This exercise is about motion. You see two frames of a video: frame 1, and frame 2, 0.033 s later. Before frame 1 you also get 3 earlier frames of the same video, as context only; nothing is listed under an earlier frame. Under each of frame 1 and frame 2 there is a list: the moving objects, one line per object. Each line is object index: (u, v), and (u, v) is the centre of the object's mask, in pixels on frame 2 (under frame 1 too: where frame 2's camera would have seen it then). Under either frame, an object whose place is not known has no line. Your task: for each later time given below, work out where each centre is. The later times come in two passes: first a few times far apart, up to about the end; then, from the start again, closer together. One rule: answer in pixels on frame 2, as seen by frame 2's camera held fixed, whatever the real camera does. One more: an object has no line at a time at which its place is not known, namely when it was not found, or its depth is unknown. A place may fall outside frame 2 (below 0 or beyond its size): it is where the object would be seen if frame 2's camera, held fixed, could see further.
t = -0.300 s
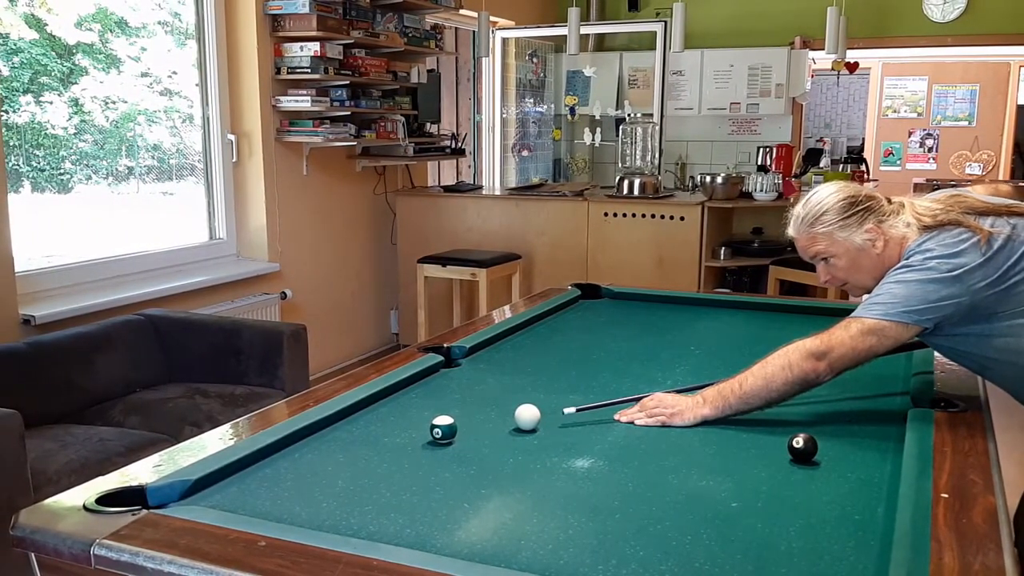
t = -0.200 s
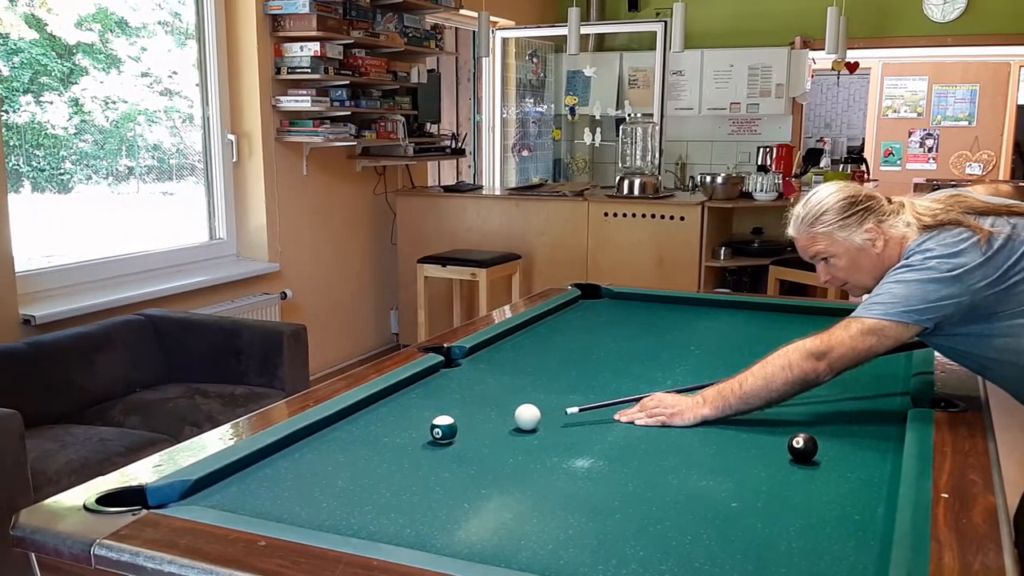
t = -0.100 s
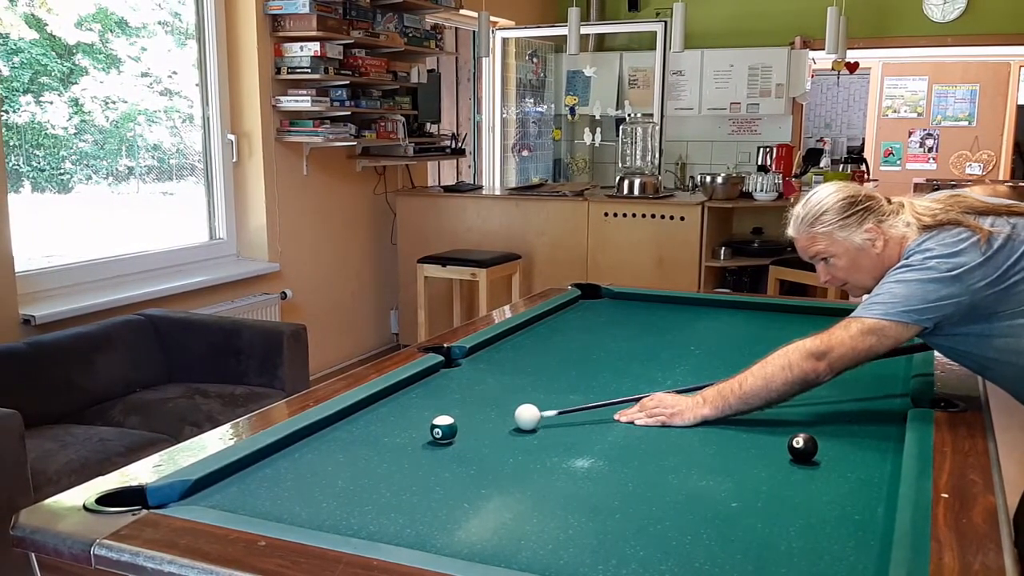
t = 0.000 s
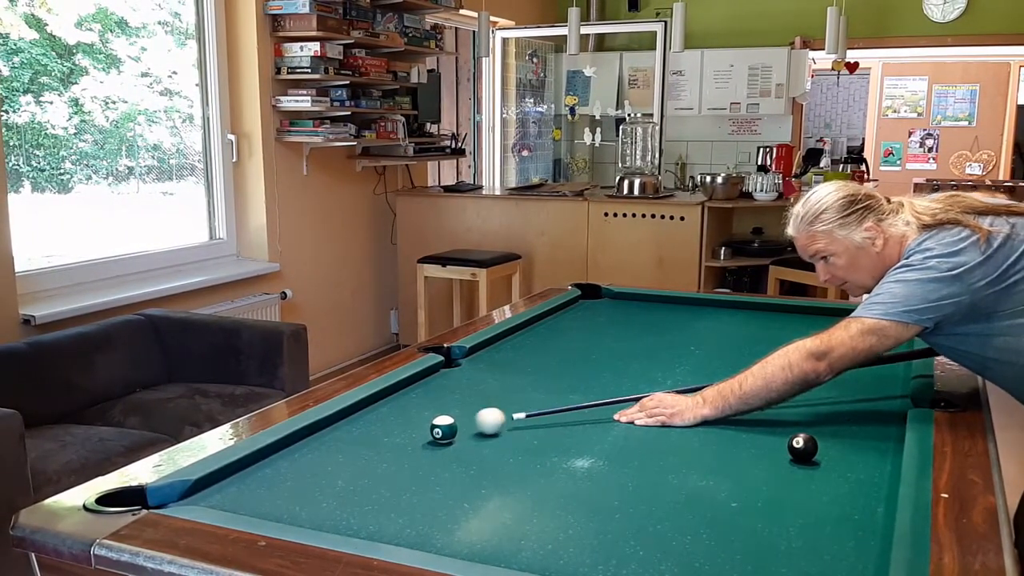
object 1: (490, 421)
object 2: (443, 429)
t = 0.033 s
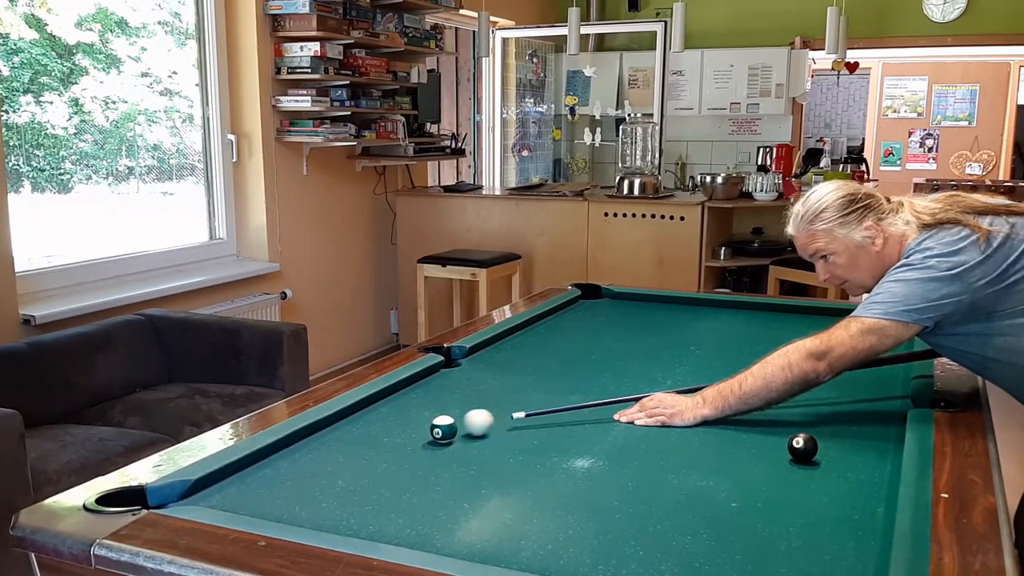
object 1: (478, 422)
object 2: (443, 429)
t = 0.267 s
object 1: (443, 421)
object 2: (408, 438)
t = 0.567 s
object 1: (407, 418)
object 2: (353, 451)
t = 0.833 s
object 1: (379, 416)
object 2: (305, 463)
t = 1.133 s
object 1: (351, 414)
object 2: (250, 476)
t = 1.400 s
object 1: (361, 413)
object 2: (205, 486)
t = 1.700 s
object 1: (372, 412)
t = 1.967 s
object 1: (379, 412)
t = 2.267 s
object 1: (384, 412)
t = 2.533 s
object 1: (385, 411)
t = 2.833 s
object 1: (385, 411)
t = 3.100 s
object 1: (385, 411)
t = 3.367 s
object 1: (385, 411)
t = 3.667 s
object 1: (385, 411)
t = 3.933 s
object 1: (385, 411)
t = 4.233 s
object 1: (385, 411)
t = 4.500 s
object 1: (385, 411)
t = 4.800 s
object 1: (384, 411)
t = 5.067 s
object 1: (384, 411)
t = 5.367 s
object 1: (384, 411)
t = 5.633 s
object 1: (384, 411)
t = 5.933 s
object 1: (384, 411)
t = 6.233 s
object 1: (384, 411)
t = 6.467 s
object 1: (384, 411)
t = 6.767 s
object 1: (384, 412)
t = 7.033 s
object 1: (384, 412)
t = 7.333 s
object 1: (384, 412)
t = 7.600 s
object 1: (384, 412)
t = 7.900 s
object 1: (384, 411)
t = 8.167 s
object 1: (384, 411)
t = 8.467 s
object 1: (384, 411)
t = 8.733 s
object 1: (383, 411)
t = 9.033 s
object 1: (384, 411)
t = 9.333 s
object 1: (383, 411)
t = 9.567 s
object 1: (384, 411)
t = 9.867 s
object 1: (384, 411)
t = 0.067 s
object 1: (468, 423)
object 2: (442, 429)
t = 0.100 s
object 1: (463, 423)
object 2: (436, 430)
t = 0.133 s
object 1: (459, 423)
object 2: (430, 432)
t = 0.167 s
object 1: (455, 422)
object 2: (423, 434)
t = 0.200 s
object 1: (451, 422)
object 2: (418, 436)
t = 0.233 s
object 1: (447, 421)
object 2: (413, 437)
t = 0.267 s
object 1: (443, 421)
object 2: (408, 438)
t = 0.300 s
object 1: (439, 420)
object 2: (402, 440)
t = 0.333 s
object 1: (434, 420)
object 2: (395, 442)
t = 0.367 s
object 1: (430, 420)
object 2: (389, 443)
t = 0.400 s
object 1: (426, 419)
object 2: (383, 444)
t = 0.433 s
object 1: (423, 419)
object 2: (377, 446)
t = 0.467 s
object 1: (418, 419)
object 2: (371, 447)
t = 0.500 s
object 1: (415, 419)
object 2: (365, 448)
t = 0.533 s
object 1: (411, 418)
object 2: (359, 450)
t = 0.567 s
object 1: (407, 418)
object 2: (353, 451)
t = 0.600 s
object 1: (403, 418)
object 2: (346, 453)
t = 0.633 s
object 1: (400, 418)
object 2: (341, 454)
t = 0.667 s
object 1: (396, 417)
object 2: (335, 456)
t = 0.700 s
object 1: (393, 417)
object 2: (330, 457)
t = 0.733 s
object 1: (389, 417)
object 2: (323, 459)
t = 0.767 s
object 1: (386, 416)
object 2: (317, 460)
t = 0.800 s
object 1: (383, 416)
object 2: (310, 462)
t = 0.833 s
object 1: (379, 416)
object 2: (305, 463)
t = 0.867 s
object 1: (376, 416)
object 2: (298, 465)
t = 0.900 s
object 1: (373, 415)
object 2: (293, 467)
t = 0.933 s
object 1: (369, 415)
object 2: (287, 468)
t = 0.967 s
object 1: (366, 415)
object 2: (281, 468)
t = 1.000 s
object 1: (363, 414)
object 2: (274, 470)
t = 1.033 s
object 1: (360, 415)
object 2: (268, 471)
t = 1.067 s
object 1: (357, 414)
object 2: (261, 473)
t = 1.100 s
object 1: (354, 414)
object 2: (255, 474)
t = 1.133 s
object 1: (351, 414)
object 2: (250, 476)
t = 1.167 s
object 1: (350, 414)
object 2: (244, 477)
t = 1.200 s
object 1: (351, 414)
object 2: (238, 478)
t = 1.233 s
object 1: (353, 413)
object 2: (233, 479)
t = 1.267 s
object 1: (355, 413)
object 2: (226, 481)
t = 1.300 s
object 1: (356, 413)
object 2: (220, 482)
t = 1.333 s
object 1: (358, 413)
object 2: (214, 483)
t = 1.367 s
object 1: (359, 413)
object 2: (209, 484)
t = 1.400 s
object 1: (361, 413)
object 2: (205, 486)
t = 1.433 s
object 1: (362, 413)
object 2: (203, 489)
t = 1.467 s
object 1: (364, 413)
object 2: (202, 490)
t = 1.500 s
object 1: (365, 413)
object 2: (200, 490)
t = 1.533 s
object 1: (366, 413)
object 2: (198, 491)
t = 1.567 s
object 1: (368, 413)
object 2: (197, 492)
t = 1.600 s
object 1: (369, 413)
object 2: (196, 493)
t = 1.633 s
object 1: (370, 413)
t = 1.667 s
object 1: (371, 413)
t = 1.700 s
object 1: (372, 412)
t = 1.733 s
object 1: (373, 412)
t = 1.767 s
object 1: (374, 412)
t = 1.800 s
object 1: (375, 412)
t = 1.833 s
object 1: (376, 412)
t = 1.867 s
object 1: (377, 412)
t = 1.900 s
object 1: (378, 412)
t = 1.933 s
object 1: (378, 412)
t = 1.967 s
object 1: (379, 412)
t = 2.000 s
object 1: (380, 412)
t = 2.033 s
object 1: (381, 412)
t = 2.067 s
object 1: (381, 412)
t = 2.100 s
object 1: (382, 412)
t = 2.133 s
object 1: (382, 412)
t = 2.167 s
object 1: (383, 412)
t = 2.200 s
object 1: (383, 412)
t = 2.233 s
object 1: (384, 412)
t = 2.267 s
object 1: (384, 412)
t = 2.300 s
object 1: (385, 412)
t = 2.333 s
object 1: (385, 412)
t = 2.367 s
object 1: (385, 412)
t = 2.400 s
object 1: (385, 411)
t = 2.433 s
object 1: (386, 411)
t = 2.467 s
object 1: (385, 411)
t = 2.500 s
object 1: (385, 411)
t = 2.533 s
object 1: (385, 411)
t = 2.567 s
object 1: (385, 411)
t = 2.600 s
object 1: (385, 411)
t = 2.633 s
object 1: (385, 411)
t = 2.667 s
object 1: (385, 411)
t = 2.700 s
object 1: (385, 411)
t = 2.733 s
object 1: (385, 411)
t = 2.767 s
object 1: (385, 411)
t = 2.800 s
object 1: (385, 411)
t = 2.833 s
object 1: (385, 411)
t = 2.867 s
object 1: (385, 411)
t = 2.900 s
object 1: (385, 411)
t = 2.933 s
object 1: (385, 411)
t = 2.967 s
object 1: (385, 411)
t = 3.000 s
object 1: (385, 411)
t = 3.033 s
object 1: (385, 411)
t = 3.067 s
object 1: (385, 411)
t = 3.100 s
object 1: (385, 411)
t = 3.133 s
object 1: (385, 411)
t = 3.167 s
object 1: (385, 411)
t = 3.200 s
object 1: (385, 411)
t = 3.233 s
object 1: (385, 411)
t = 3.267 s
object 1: (385, 411)
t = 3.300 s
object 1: (385, 411)
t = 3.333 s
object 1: (385, 411)
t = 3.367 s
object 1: (385, 411)
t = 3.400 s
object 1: (385, 411)
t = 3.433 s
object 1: (385, 411)
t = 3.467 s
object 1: (385, 411)
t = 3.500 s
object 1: (385, 411)
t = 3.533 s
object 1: (385, 411)
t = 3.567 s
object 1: (385, 411)
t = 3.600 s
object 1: (385, 411)
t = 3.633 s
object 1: (385, 411)
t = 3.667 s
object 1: (385, 411)
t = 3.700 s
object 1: (385, 411)
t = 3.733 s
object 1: (385, 411)
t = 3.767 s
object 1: (385, 411)
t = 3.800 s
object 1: (385, 411)
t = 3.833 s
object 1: (385, 411)
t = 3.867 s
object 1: (385, 411)
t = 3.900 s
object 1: (385, 411)
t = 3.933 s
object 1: (385, 411)
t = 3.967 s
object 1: (385, 411)
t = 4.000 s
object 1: (385, 411)
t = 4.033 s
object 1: (385, 411)
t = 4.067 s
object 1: (385, 411)
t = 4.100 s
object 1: (385, 411)
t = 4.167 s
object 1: (385, 411)
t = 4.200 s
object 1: (385, 411)
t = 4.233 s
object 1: (385, 411)
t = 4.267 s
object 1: (385, 411)
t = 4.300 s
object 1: (385, 411)
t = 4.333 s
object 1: (385, 411)
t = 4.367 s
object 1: (385, 411)
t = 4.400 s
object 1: (385, 411)
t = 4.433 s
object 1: (385, 411)
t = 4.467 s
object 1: (385, 411)
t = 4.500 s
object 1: (385, 411)
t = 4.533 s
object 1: (385, 411)
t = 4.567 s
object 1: (385, 411)
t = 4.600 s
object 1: (385, 411)
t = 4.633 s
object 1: (385, 411)
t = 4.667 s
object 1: (384, 411)
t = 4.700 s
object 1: (384, 411)
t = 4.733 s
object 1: (384, 411)
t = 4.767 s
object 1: (384, 411)
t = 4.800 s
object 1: (384, 411)
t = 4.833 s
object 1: (384, 411)
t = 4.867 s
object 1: (384, 411)
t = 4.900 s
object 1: (384, 411)
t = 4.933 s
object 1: (384, 411)
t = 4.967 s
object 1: (384, 411)
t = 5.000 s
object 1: (384, 411)
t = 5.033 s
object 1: (384, 411)
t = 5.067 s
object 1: (384, 411)
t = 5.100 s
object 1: (384, 411)
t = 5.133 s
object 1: (384, 411)
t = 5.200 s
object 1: (384, 411)
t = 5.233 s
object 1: (384, 411)
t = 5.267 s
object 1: (384, 411)
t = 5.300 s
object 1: (384, 411)
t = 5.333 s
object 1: (384, 411)
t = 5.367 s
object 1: (384, 411)
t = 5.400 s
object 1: (384, 411)
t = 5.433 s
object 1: (384, 412)
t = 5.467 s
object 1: (384, 411)
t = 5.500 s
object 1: (384, 411)
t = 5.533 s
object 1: (384, 411)
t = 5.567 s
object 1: (384, 411)
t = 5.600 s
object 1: (384, 411)
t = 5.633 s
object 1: (384, 411)
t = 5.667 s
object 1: (384, 411)
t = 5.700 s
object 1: (384, 411)
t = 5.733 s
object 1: (384, 411)
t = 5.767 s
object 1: (384, 411)
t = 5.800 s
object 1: (384, 411)
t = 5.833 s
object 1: (384, 411)
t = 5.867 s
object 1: (384, 411)
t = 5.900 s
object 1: (384, 411)
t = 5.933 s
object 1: (384, 411)
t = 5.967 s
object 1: (384, 411)
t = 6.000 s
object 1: (384, 411)
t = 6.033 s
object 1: (384, 411)
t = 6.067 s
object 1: (384, 411)
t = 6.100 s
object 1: (384, 411)
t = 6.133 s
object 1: (384, 411)
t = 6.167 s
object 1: (384, 411)
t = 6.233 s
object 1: (384, 411)
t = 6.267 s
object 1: (384, 411)
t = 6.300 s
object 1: (384, 411)
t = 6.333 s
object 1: (384, 411)
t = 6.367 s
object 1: (384, 411)
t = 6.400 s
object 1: (384, 411)
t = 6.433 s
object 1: (384, 411)
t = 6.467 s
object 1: (384, 411)
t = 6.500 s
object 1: (384, 411)
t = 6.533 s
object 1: (384, 411)
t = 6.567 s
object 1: (384, 411)
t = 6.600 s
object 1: (384, 411)
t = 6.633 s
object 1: (384, 411)
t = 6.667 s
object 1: (384, 411)
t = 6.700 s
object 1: (384, 411)
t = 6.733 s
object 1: (384, 412)
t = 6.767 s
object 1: (384, 412)
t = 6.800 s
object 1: (384, 412)
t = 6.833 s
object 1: (384, 411)
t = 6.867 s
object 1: (384, 412)
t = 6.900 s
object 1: (384, 412)
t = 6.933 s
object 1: (384, 412)
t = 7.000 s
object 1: (384, 412)
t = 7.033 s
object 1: (384, 412)
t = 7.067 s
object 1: (384, 412)
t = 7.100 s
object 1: (384, 412)
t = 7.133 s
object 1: (384, 411)
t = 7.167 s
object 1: (384, 411)
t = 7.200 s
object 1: (384, 412)
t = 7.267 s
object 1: (384, 412)
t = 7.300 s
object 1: (384, 411)
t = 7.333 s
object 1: (384, 412)
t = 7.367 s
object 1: (384, 411)
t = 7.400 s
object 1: (384, 411)
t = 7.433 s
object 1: (384, 411)
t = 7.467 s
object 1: (384, 411)
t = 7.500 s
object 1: (384, 411)
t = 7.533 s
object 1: (384, 411)
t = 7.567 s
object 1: (384, 411)
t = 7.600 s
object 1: (384, 412)
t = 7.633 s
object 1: (384, 412)
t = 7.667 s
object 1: (384, 412)
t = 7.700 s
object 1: (384, 412)
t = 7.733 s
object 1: (384, 412)
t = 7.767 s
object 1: (384, 411)
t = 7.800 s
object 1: (384, 411)
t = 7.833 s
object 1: (384, 411)
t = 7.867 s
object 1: (384, 411)
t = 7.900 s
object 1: (384, 411)
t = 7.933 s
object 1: (383, 411)
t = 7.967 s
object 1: (384, 411)
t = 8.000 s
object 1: (383, 411)
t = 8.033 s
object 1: (384, 411)
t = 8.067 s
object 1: (383, 411)
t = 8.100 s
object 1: (384, 411)
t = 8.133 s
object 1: (384, 411)
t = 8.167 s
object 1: (384, 411)
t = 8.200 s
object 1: (384, 411)
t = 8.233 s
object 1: (384, 411)
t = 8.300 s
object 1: (384, 411)
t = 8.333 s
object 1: (384, 411)
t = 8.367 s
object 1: (384, 411)
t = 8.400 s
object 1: (384, 411)
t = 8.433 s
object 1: (384, 411)
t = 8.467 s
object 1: (384, 411)
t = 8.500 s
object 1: (384, 411)
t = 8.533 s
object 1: (384, 411)
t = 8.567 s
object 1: (384, 411)
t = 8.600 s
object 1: (384, 411)
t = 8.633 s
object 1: (383, 411)
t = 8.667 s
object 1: (384, 411)
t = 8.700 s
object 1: (384, 411)
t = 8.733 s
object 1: (383, 411)
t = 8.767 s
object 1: (383, 411)
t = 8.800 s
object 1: (384, 411)
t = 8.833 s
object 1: (383, 411)
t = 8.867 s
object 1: (384, 411)
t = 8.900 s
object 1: (384, 411)
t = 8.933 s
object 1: (384, 411)
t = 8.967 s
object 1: (384, 411)
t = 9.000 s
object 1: (383, 411)
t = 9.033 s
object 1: (384, 411)
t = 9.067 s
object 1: (384, 411)
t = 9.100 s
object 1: (383, 411)
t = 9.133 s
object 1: (384, 411)
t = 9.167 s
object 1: (384, 411)
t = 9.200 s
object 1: (384, 411)
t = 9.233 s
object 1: (384, 411)
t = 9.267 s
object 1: (384, 411)
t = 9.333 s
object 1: (383, 411)
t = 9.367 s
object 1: (383, 411)
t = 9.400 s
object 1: (383, 411)
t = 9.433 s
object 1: (383, 411)
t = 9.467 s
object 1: (383, 411)
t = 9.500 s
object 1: (383, 411)
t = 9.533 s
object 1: (383, 411)
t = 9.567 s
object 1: (384, 411)
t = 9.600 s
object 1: (383, 411)
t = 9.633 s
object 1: (383, 411)
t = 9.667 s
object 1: (383, 411)
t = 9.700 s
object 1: (383, 411)
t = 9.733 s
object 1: (383, 411)
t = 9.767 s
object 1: (383, 411)
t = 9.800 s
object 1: (384, 411)
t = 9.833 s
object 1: (384, 411)
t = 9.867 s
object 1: (384, 411)
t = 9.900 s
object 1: (383, 411)
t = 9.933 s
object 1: (383, 411)
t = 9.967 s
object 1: (383, 411)
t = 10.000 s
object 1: (383, 411)
